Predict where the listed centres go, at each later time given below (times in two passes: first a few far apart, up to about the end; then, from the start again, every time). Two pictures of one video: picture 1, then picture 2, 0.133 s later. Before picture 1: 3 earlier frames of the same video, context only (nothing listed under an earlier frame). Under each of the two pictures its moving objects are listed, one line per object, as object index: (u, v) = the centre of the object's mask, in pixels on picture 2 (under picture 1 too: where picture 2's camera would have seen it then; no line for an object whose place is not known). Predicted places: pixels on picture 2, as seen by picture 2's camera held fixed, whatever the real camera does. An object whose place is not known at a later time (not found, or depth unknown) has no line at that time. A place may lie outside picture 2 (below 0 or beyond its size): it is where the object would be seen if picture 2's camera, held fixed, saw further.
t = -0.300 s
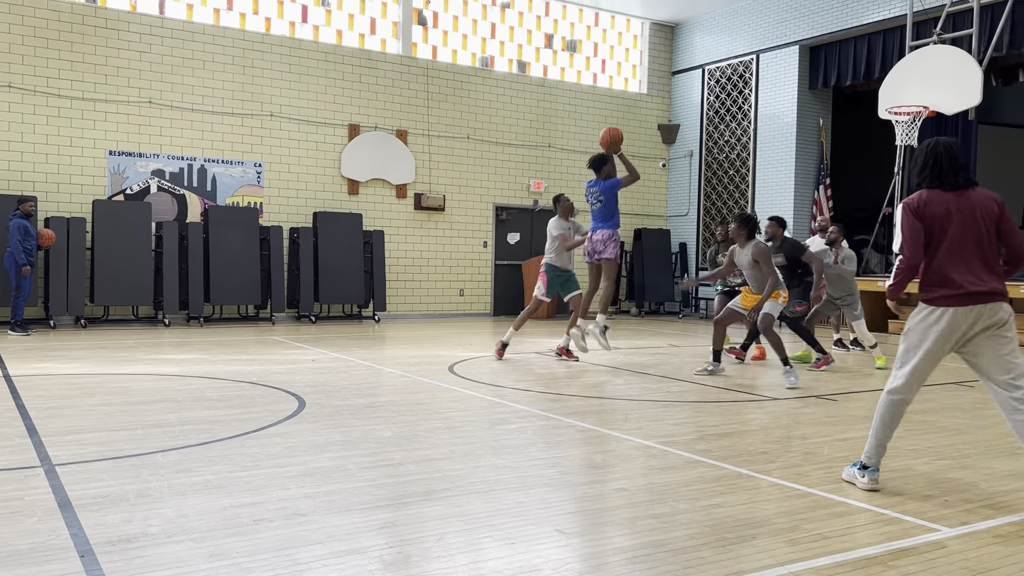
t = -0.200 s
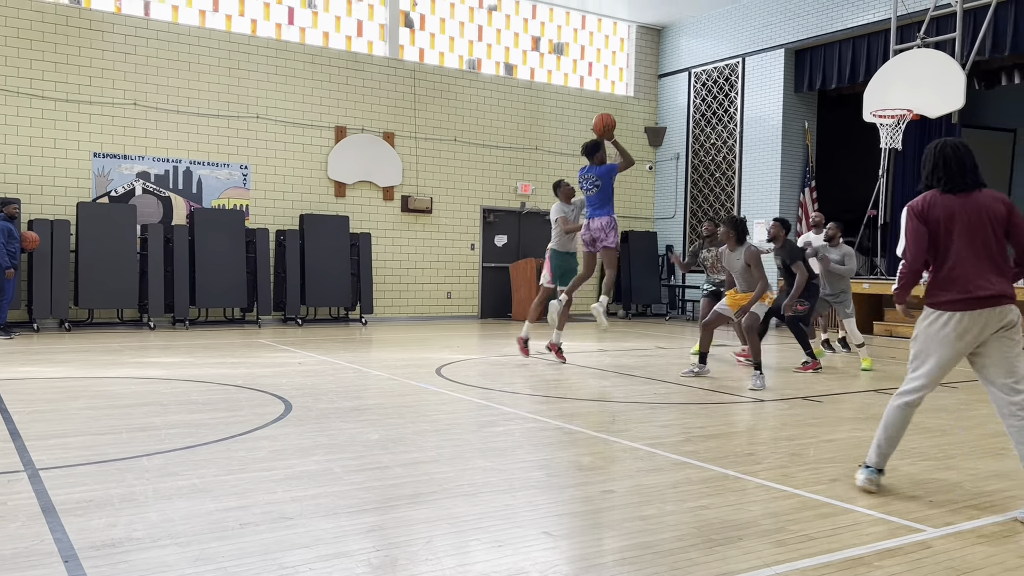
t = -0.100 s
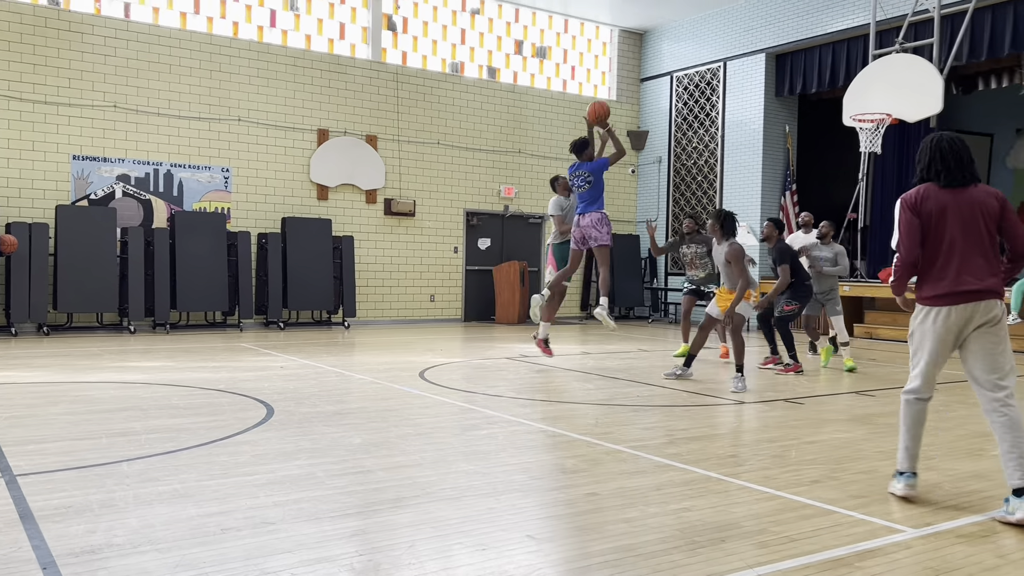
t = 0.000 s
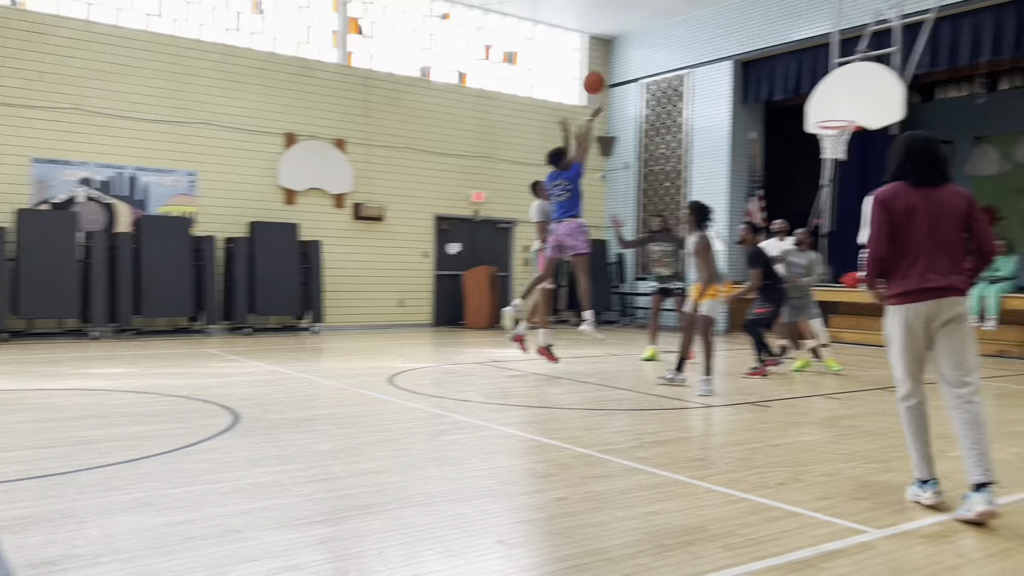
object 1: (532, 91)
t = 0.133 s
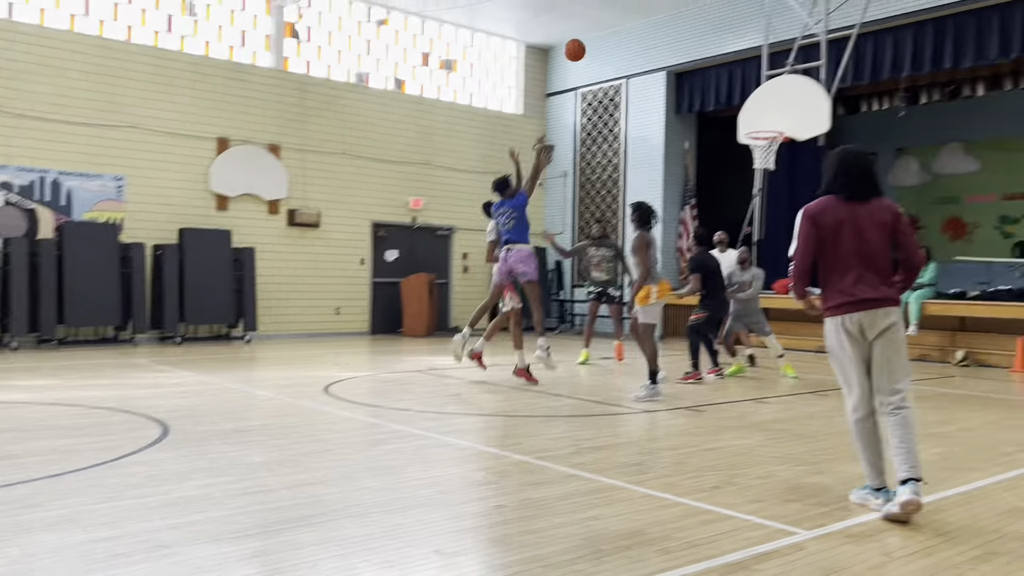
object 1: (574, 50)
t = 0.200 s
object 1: (595, 37)
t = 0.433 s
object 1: (661, 24)
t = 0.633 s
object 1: (709, 48)
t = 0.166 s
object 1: (585, 43)
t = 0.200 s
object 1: (595, 37)
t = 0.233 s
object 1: (605, 32)
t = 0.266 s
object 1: (615, 28)
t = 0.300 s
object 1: (624, 26)
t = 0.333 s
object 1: (634, 24)
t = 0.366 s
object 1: (643, 23)
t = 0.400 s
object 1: (652, 23)
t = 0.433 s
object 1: (661, 24)
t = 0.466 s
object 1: (670, 25)
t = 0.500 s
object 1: (678, 28)
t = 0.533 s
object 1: (687, 32)
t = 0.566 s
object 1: (694, 36)
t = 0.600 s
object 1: (702, 42)
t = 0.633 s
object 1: (709, 48)
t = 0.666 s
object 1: (716, 55)
